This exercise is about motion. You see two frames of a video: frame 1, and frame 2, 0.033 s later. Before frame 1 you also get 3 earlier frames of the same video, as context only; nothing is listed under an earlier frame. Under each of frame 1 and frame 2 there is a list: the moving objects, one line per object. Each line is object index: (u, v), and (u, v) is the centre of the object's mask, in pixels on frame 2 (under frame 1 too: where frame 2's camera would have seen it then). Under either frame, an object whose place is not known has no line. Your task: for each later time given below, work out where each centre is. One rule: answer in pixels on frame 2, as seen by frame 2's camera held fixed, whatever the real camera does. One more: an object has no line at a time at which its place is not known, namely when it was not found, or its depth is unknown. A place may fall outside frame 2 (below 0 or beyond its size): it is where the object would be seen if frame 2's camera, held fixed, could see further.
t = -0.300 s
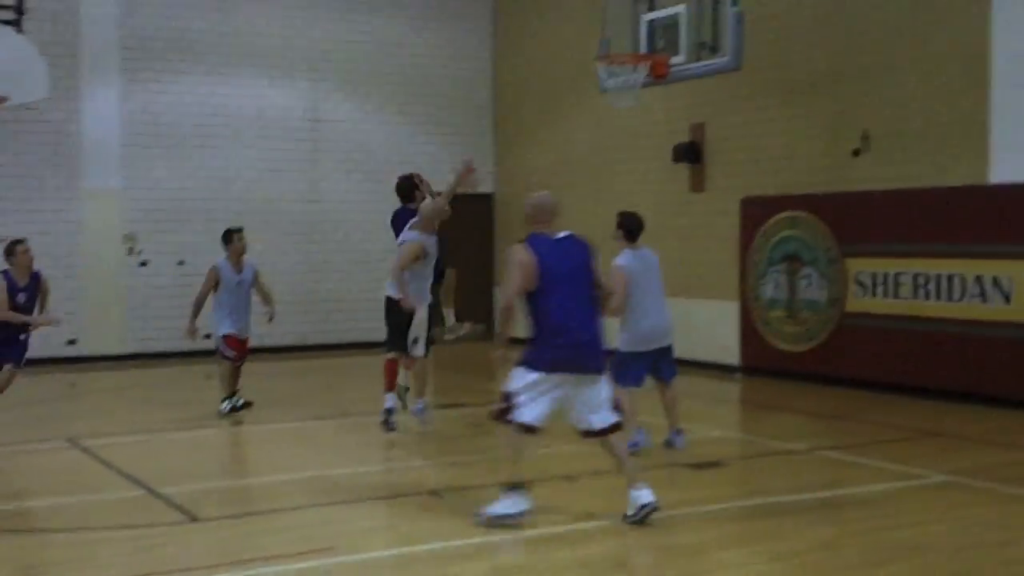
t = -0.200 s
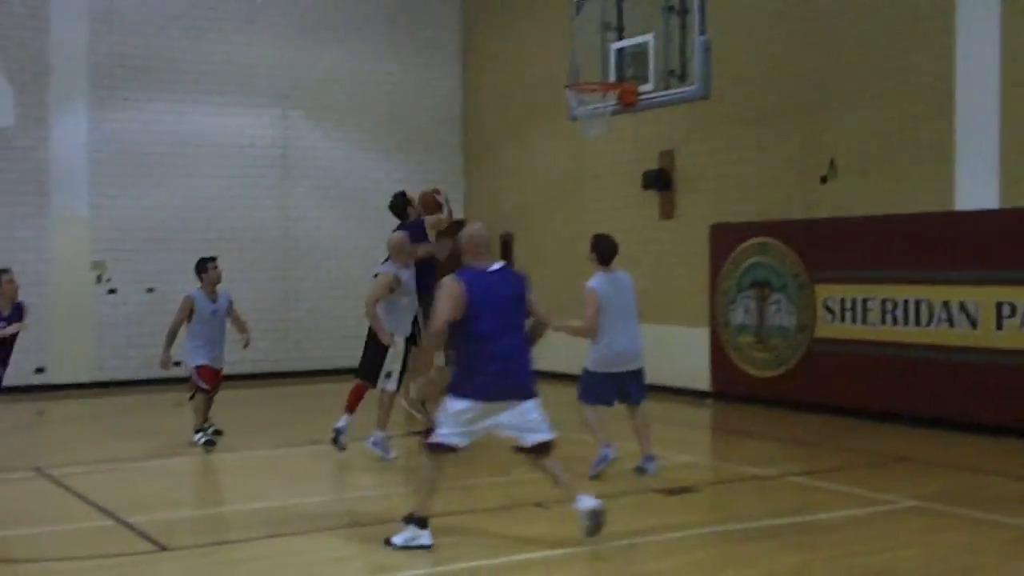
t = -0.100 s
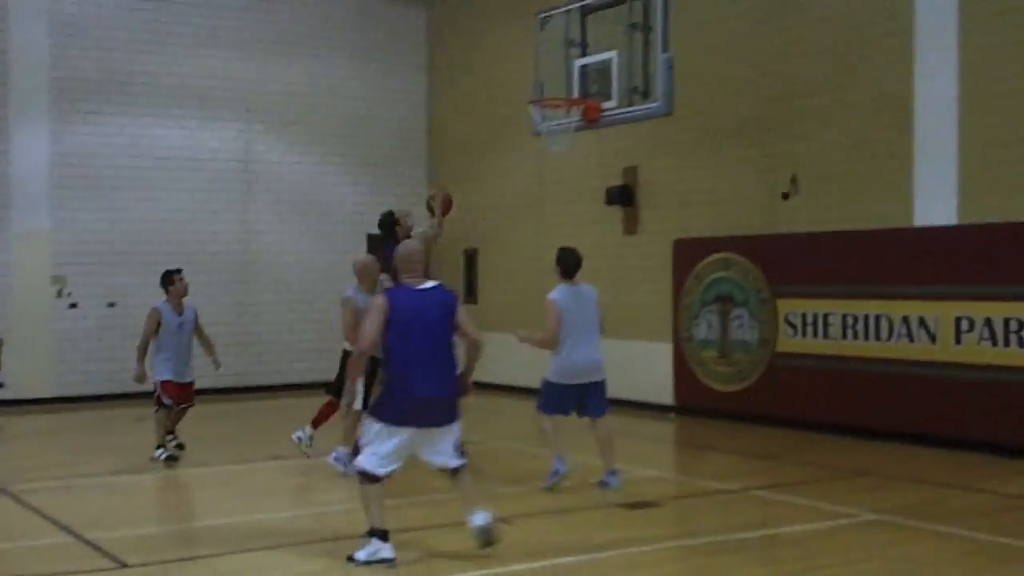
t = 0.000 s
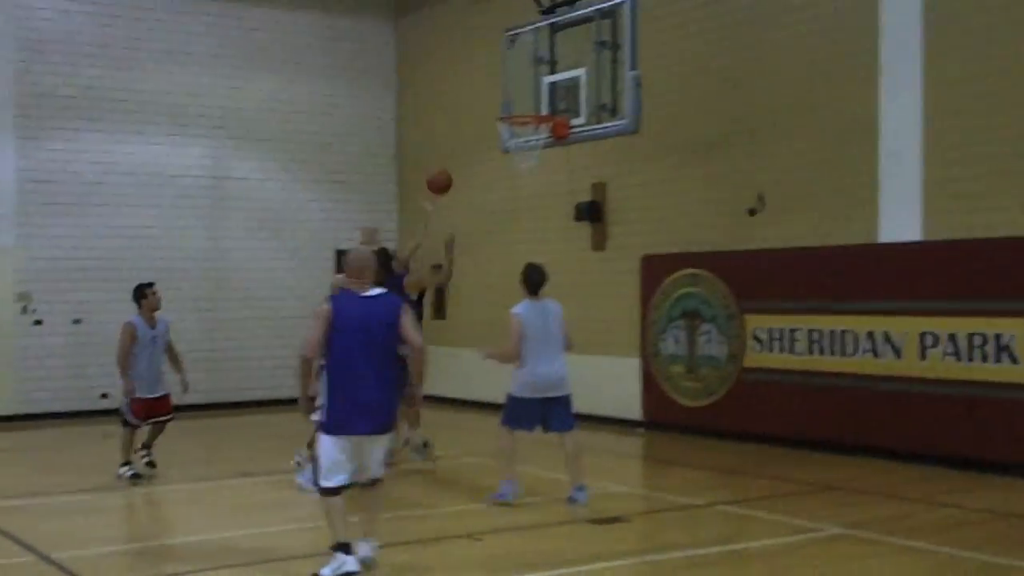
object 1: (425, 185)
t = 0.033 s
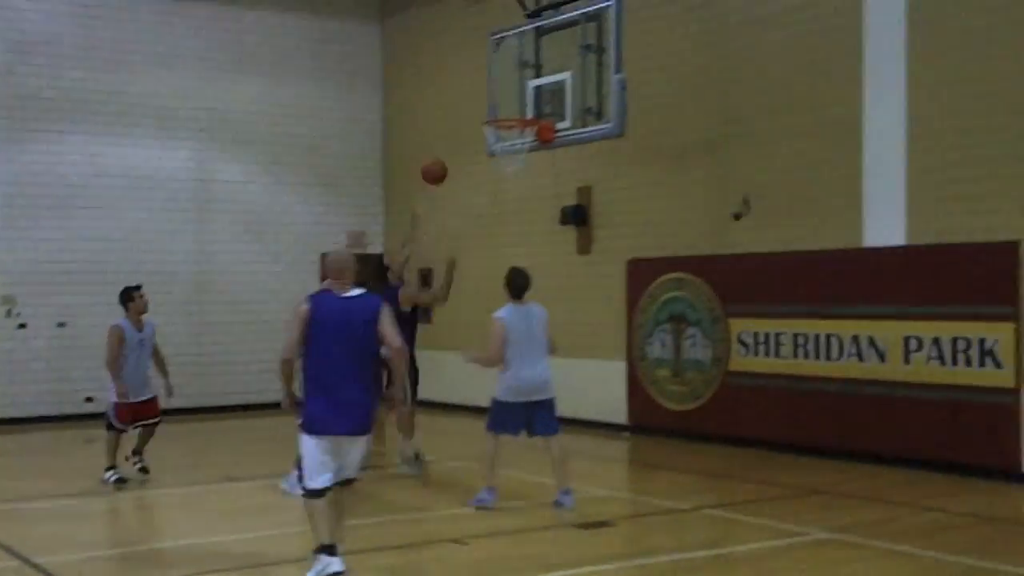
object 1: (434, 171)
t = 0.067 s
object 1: (443, 160)
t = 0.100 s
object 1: (453, 148)
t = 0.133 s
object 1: (462, 138)
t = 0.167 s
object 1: (471, 129)
